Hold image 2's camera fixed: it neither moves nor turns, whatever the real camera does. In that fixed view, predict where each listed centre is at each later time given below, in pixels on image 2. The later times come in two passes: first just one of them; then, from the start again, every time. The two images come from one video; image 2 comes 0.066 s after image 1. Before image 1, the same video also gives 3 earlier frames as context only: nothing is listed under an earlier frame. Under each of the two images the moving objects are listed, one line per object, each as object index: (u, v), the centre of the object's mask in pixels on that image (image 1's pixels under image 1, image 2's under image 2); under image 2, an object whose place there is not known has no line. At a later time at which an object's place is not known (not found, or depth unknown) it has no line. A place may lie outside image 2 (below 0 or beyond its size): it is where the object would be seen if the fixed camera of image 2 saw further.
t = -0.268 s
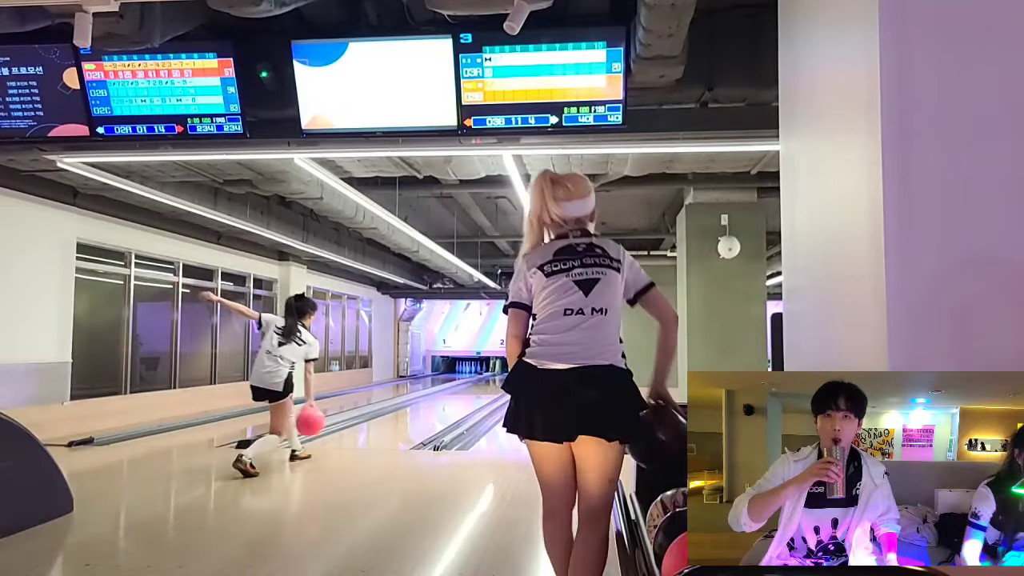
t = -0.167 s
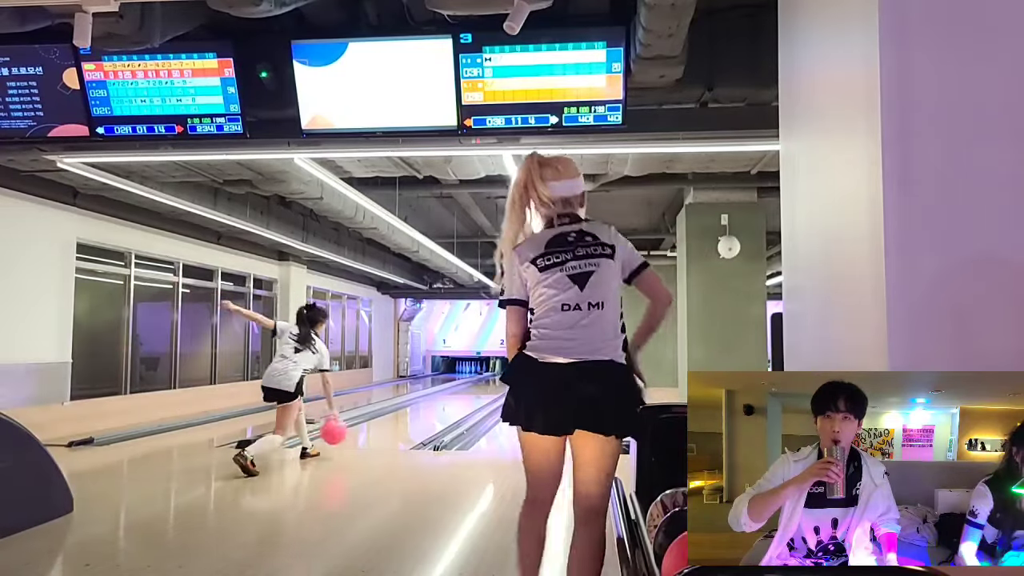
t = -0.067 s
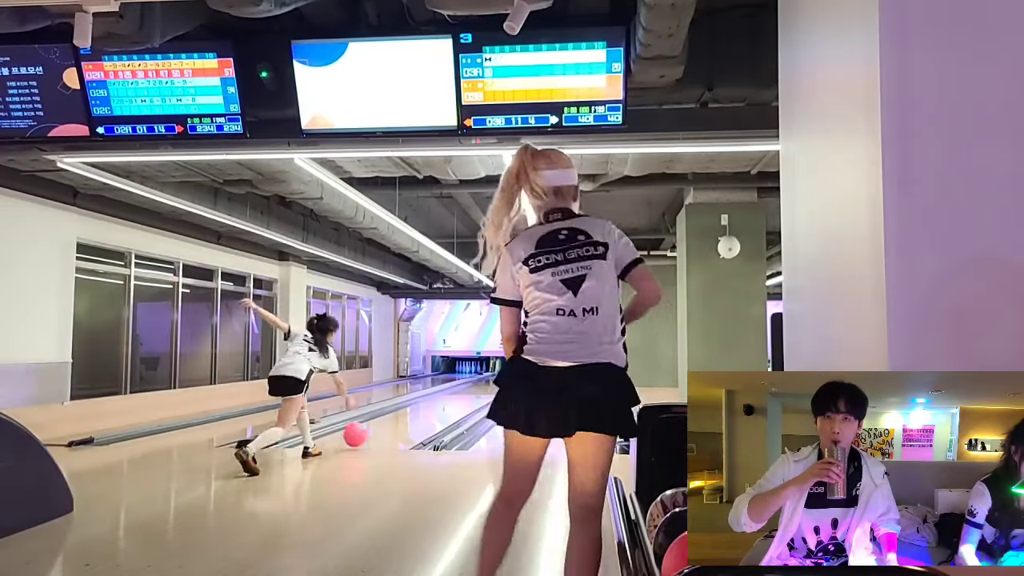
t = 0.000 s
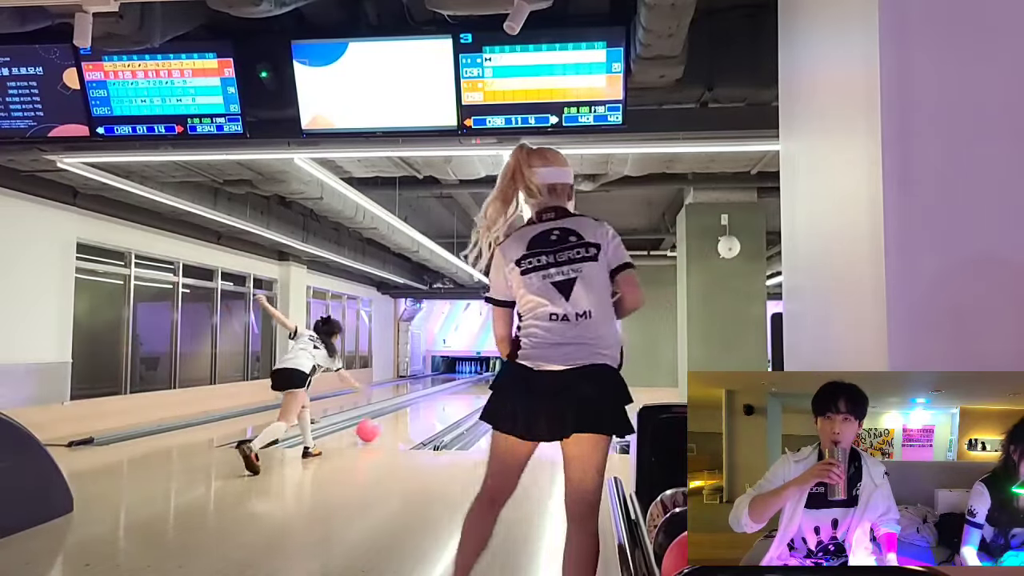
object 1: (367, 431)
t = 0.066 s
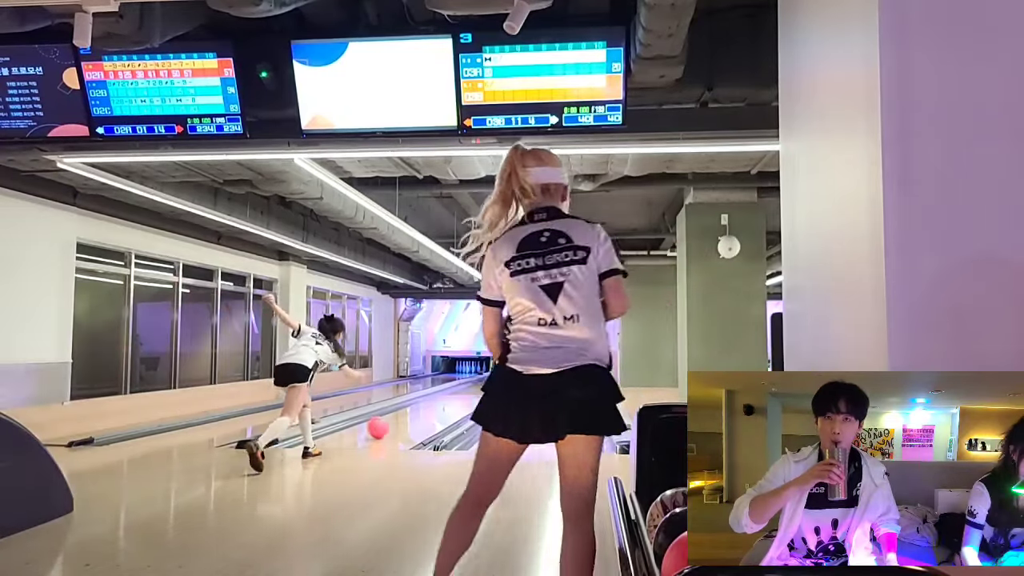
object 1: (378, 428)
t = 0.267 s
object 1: (405, 417)
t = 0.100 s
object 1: (383, 426)
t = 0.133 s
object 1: (387, 424)
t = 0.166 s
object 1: (392, 422)
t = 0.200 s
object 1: (397, 420)
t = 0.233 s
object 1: (401, 419)
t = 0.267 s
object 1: (405, 417)
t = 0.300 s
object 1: (409, 416)
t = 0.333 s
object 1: (409, 413)
